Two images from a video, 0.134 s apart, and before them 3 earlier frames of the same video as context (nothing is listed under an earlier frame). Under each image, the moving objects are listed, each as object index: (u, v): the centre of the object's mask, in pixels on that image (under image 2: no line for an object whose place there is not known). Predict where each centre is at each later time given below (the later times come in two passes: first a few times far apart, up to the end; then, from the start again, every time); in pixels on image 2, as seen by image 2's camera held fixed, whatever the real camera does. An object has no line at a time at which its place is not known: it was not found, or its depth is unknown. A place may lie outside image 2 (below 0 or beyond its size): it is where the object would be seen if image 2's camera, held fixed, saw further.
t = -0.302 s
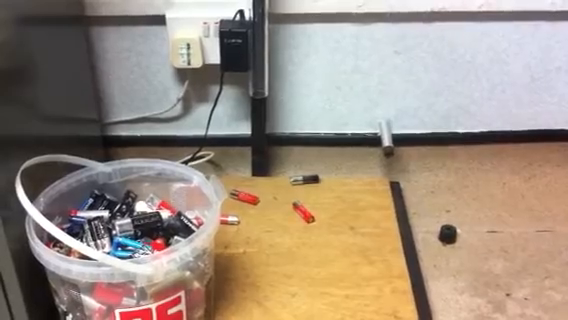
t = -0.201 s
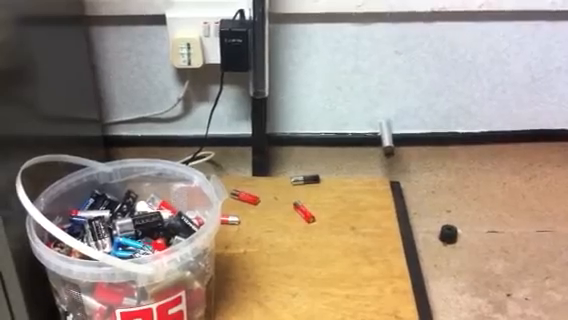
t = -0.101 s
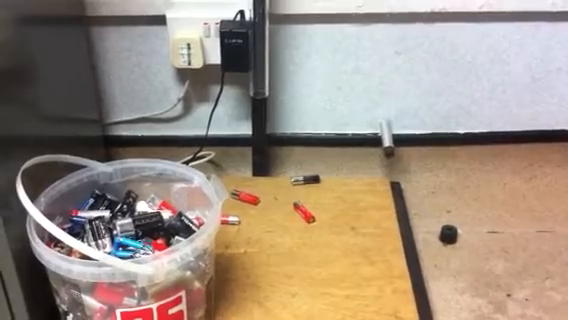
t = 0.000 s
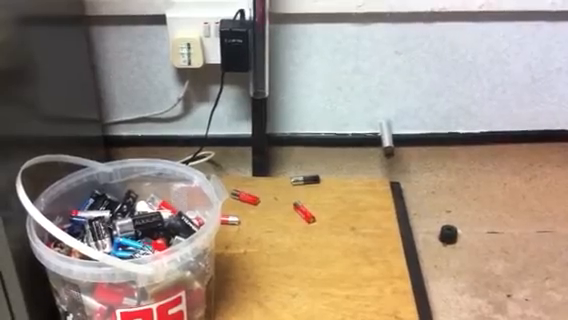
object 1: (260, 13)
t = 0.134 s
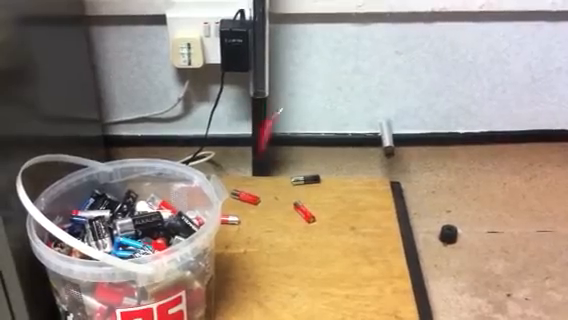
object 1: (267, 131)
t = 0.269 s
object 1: (314, 89)
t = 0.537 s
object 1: (380, 167)
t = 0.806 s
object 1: (425, 204)
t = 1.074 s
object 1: (438, 218)
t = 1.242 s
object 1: (437, 224)
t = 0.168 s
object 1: (274, 106)
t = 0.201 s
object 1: (285, 92)
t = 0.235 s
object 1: (300, 89)
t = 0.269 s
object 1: (314, 89)
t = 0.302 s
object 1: (323, 94)
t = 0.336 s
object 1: (332, 108)
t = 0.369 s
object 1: (341, 128)
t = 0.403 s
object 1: (350, 150)
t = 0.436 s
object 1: (360, 178)
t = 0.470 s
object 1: (368, 175)
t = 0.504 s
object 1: (375, 168)
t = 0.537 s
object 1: (380, 167)
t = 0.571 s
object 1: (383, 168)
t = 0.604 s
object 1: (387, 170)
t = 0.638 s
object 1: (390, 173)
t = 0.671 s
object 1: (399, 178)
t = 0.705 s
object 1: (407, 185)
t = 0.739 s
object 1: (412, 192)
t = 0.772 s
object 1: (419, 197)
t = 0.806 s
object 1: (425, 204)
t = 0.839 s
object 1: (431, 207)
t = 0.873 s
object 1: (434, 210)
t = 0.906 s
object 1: (435, 211)
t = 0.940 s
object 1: (435, 213)
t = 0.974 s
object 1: (436, 215)
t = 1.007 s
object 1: (437, 216)
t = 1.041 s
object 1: (437, 217)
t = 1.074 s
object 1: (438, 218)
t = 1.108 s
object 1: (438, 219)
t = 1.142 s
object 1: (437, 220)
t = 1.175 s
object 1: (438, 221)
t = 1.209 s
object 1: (437, 223)
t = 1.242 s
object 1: (437, 224)
